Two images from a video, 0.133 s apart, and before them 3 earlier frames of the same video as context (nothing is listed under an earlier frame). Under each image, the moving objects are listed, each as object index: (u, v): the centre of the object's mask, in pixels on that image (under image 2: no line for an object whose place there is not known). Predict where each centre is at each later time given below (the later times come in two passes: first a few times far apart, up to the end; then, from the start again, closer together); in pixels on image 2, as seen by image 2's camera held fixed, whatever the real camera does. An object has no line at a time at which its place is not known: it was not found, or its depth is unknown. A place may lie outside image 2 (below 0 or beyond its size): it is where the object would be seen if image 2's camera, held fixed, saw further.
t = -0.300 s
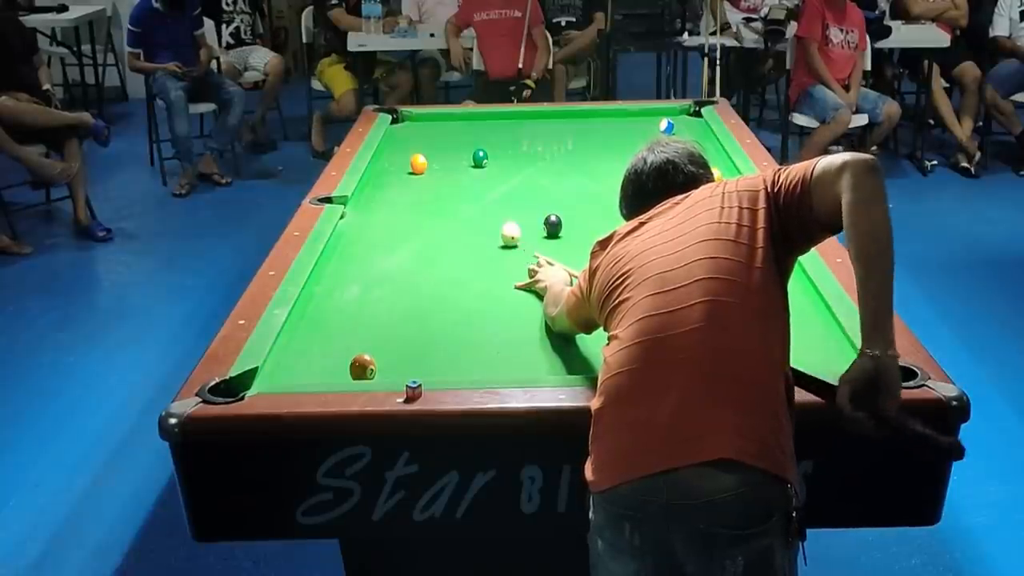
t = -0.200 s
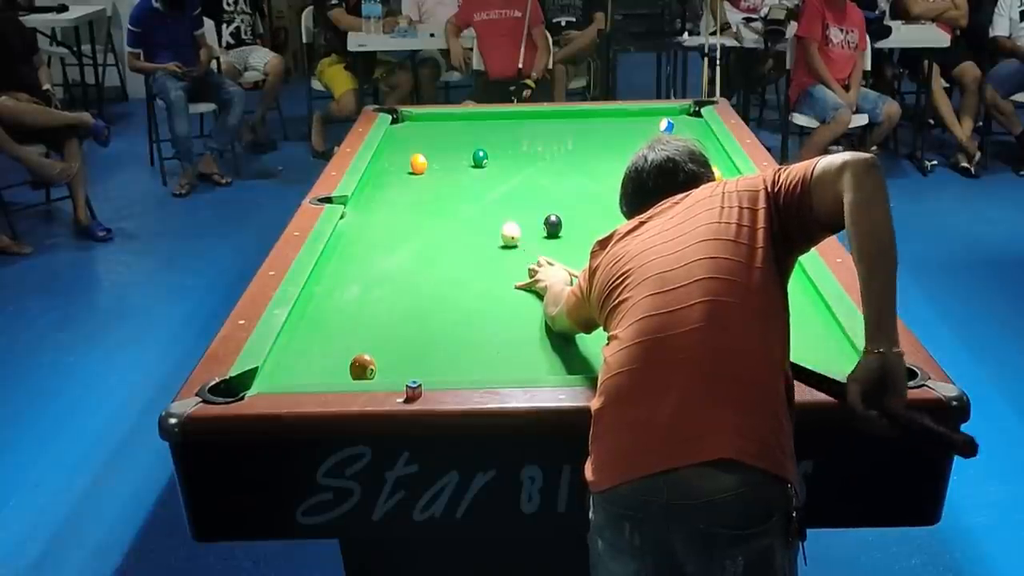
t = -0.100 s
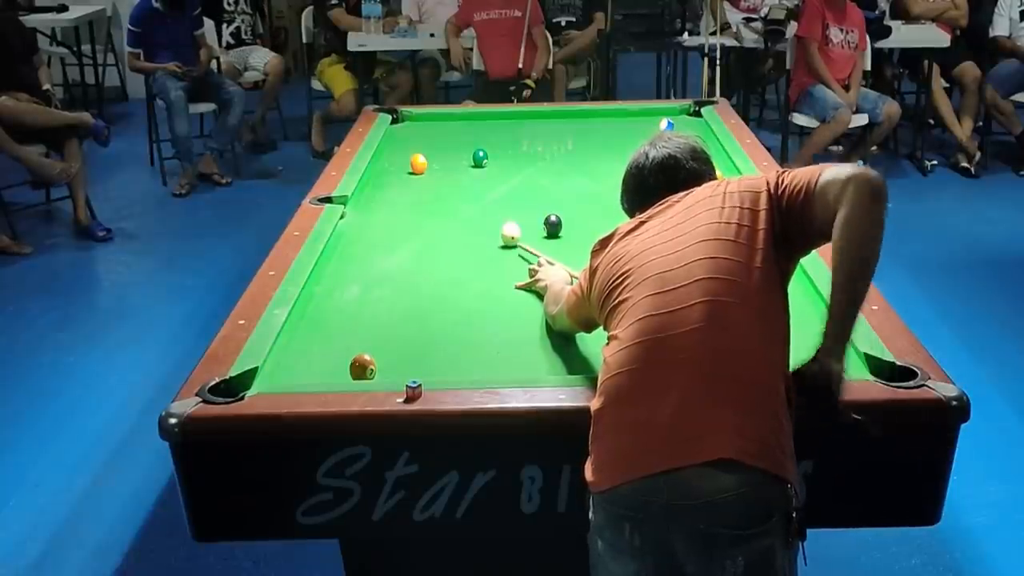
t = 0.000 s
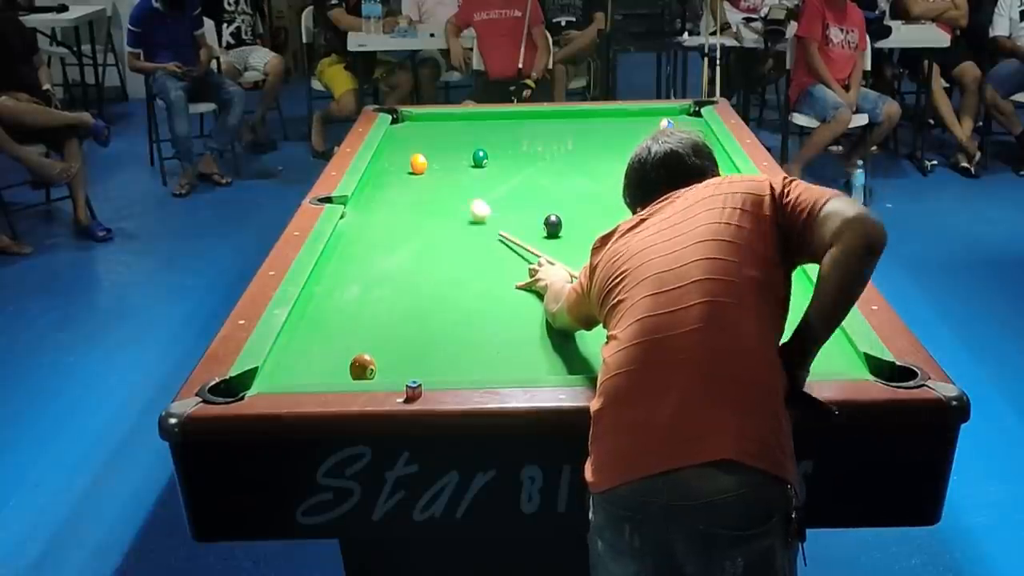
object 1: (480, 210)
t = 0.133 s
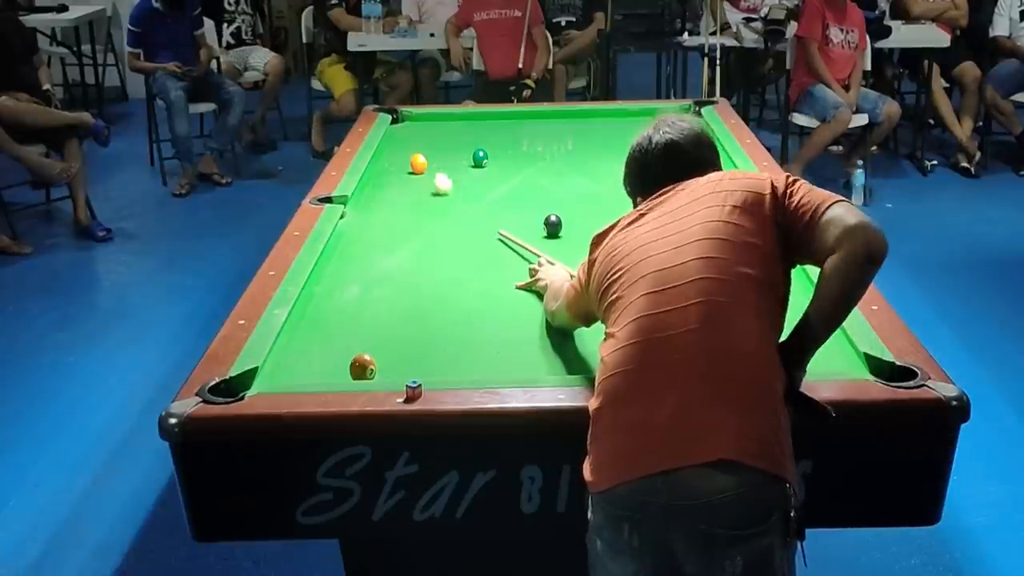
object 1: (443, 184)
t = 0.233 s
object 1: (421, 169)
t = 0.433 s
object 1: (399, 168)
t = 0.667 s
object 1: (376, 167)
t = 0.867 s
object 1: (381, 168)
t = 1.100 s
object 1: (390, 169)
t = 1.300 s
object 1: (397, 170)
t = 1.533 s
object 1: (404, 170)
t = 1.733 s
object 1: (409, 171)
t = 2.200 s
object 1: (418, 170)
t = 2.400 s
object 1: (420, 172)
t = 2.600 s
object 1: (421, 172)
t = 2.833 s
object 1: (421, 172)
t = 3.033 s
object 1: (421, 172)
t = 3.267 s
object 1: (421, 172)
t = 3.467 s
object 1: (421, 172)
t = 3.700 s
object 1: (421, 172)
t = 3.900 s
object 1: (421, 172)
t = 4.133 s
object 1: (421, 172)
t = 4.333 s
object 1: (421, 172)
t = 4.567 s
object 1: (421, 172)
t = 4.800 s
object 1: (421, 172)
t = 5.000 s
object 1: (421, 172)
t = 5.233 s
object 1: (421, 172)
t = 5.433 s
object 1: (421, 172)
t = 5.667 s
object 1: (421, 172)
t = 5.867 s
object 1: (421, 172)
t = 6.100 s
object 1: (421, 172)
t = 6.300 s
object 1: (421, 172)
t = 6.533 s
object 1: (421, 172)
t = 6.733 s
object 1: (421, 172)
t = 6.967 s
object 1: (421, 172)
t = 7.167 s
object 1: (421, 172)
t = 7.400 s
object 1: (421, 172)
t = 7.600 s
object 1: (421, 172)
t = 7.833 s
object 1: (421, 172)
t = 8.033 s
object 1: (421, 172)
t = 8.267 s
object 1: (421, 172)
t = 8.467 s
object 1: (421, 172)
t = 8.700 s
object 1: (421, 172)
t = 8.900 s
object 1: (421, 172)
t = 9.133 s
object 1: (421, 172)
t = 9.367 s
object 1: (421, 172)
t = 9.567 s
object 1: (421, 172)
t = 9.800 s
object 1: (421, 172)
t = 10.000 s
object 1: (421, 172)
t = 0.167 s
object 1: (435, 178)
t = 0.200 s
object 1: (429, 174)
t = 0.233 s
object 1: (421, 169)
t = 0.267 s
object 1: (417, 168)
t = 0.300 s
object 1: (413, 168)
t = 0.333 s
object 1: (409, 168)
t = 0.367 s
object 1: (405, 168)
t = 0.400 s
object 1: (402, 167)
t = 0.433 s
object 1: (399, 168)
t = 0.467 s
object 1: (395, 167)
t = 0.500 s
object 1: (392, 167)
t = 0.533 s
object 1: (389, 167)
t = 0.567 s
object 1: (385, 167)
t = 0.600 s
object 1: (382, 167)
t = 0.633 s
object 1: (379, 167)
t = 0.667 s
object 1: (376, 167)
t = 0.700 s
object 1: (374, 167)
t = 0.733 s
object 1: (376, 168)
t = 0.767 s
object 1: (377, 168)
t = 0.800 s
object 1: (378, 168)
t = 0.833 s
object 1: (380, 168)
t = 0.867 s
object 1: (381, 168)
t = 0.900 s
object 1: (383, 168)
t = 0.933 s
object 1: (384, 168)
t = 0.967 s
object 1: (385, 168)
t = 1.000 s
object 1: (386, 169)
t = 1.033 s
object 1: (387, 168)
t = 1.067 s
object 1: (389, 169)
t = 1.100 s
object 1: (390, 169)
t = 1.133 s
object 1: (391, 169)
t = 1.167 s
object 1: (392, 169)
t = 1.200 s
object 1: (393, 169)
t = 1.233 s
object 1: (395, 169)
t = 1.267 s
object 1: (396, 170)
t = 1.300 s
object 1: (397, 170)
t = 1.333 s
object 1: (398, 170)
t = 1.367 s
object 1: (399, 170)
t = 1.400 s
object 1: (400, 170)
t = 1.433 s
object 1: (401, 170)
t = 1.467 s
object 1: (402, 170)
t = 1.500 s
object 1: (403, 170)
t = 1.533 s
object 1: (404, 170)
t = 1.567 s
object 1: (405, 170)
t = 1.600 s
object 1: (406, 171)
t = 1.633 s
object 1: (406, 171)
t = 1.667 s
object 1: (407, 171)
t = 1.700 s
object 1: (408, 171)
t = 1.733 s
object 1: (409, 171)
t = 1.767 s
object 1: (409, 171)
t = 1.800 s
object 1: (408, 166)
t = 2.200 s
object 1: (418, 170)
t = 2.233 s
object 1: (418, 172)
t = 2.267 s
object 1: (418, 172)
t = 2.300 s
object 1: (419, 172)
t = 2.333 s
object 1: (419, 172)
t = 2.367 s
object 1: (420, 172)
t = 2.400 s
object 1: (420, 172)
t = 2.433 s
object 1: (420, 172)
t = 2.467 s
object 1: (420, 172)
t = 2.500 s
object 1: (420, 172)
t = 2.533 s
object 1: (420, 172)
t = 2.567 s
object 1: (421, 172)
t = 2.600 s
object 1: (421, 172)
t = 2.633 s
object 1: (421, 172)
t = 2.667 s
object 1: (421, 172)
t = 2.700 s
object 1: (421, 172)
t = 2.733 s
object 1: (421, 172)
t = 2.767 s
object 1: (421, 172)
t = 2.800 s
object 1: (421, 172)
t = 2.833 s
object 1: (421, 172)
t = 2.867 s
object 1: (421, 172)
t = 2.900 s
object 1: (421, 172)
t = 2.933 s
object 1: (421, 172)
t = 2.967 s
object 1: (421, 172)
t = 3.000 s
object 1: (421, 172)
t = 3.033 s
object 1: (421, 172)
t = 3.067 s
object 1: (421, 172)
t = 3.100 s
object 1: (421, 172)
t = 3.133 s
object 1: (421, 172)
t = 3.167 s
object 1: (421, 172)
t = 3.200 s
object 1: (421, 172)
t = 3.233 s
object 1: (421, 172)
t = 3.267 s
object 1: (421, 172)
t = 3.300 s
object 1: (421, 172)
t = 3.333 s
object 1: (421, 172)
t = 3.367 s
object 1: (421, 172)
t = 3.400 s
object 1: (421, 172)
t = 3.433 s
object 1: (421, 172)
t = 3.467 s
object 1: (421, 172)
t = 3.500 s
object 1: (421, 172)
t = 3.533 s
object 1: (421, 172)
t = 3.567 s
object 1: (421, 172)
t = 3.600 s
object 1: (421, 172)
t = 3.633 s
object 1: (421, 172)
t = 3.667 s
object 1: (421, 172)
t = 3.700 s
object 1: (421, 172)
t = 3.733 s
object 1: (421, 172)
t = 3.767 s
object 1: (421, 172)
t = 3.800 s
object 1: (421, 172)
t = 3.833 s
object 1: (421, 172)
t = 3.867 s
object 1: (421, 172)
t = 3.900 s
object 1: (421, 172)
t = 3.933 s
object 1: (421, 172)
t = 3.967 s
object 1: (421, 172)
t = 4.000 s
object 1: (421, 172)
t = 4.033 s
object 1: (421, 172)
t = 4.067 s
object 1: (421, 172)
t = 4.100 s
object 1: (421, 172)
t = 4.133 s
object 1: (421, 172)
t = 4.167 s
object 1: (421, 172)
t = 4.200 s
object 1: (421, 172)
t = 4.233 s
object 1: (421, 172)
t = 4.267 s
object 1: (421, 172)
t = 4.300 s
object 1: (421, 172)
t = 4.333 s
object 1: (421, 172)
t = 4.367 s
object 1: (421, 172)
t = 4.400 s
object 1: (421, 172)
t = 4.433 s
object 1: (421, 172)
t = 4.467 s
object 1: (421, 172)
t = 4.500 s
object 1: (421, 172)
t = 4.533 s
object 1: (421, 172)
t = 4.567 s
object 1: (421, 172)
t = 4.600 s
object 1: (421, 172)
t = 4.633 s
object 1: (421, 172)
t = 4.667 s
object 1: (421, 172)
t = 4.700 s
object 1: (421, 172)
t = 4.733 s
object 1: (421, 172)
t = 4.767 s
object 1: (421, 172)
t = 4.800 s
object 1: (421, 172)
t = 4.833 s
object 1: (421, 172)
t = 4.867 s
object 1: (421, 172)
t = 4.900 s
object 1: (421, 172)
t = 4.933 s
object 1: (421, 172)
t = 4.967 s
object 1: (421, 172)
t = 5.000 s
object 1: (421, 172)
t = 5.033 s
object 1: (421, 172)
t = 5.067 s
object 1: (421, 172)
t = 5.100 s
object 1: (421, 172)
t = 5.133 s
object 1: (421, 172)
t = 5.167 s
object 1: (421, 172)
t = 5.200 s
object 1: (421, 172)
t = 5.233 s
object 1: (421, 172)
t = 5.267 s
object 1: (421, 172)
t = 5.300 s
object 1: (421, 172)
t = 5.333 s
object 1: (421, 172)
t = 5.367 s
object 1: (421, 172)
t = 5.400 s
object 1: (421, 172)
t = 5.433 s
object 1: (421, 172)
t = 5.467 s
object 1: (421, 172)
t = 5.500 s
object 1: (421, 172)
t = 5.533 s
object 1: (421, 172)
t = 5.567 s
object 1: (421, 172)
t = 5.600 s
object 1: (421, 172)
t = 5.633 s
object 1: (421, 172)
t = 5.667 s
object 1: (421, 172)
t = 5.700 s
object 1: (421, 172)
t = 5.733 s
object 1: (421, 172)
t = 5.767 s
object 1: (421, 172)
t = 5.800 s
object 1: (421, 172)
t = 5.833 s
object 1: (421, 172)
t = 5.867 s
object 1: (421, 172)
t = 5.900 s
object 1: (421, 172)
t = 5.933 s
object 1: (421, 172)
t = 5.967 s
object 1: (421, 172)
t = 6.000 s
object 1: (421, 172)
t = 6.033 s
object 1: (421, 172)
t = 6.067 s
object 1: (421, 172)
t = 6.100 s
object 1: (421, 172)
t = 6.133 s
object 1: (421, 172)
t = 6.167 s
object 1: (421, 172)
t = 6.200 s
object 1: (421, 172)
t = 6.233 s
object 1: (421, 172)
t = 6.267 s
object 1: (421, 172)
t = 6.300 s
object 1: (421, 172)
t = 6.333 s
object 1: (421, 172)
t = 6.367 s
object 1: (421, 172)
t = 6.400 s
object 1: (421, 172)
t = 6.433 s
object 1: (421, 172)
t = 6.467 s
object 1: (421, 172)
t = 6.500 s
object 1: (421, 172)
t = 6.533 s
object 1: (421, 172)
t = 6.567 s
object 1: (421, 172)
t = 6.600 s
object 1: (421, 172)
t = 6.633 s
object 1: (421, 172)
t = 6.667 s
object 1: (421, 172)
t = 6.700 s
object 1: (421, 172)
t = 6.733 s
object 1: (421, 172)
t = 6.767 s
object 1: (421, 172)
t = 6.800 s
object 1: (421, 172)
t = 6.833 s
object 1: (421, 172)
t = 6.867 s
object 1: (421, 172)
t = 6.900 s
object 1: (421, 172)
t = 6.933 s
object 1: (421, 172)
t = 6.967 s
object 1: (421, 172)
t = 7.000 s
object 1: (421, 172)
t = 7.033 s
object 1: (421, 172)
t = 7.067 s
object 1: (421, 172)
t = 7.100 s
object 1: (421, 172)
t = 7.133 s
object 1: (421, 172)
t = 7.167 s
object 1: (421, 172)
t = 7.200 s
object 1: (421, 172)
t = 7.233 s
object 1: (421, 172)
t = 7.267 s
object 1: (421, 172)
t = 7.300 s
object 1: (421, 172)
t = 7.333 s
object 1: (421, 172)
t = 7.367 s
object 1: (421, 172)
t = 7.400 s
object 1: (421, 172)
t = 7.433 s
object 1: (421, 172)
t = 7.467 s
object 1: (421, 172)
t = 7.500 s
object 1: (421, 172)
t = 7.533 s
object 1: (421, 172)
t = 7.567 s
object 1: (421, 172)
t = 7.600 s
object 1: (421, 172)
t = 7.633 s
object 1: (421, 172)
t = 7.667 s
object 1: (421, 172)
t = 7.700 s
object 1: (421, 172)
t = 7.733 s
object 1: (421, 172)
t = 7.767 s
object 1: (421, 172)
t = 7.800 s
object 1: (421, 172)
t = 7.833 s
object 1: (421, 172)
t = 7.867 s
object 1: (421, 172)
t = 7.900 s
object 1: (421, 172)
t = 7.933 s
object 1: (421, 172)
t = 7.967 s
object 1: (421, 172)
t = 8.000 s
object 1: (421, 172)
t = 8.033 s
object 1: (421, 172)
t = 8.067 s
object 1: (421, 172)
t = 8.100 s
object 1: (421, 172)
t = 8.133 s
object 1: (421, 172)
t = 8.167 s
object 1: (421, 172)
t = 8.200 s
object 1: (421, 172)
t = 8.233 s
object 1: (421, 172)
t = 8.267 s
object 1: (421, 172)
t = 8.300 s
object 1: (421, 172)
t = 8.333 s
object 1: (421, 172)
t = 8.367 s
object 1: (421, 172)
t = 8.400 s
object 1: (421, 172)
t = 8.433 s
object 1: (421, 172)
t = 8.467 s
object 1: (421, 172)
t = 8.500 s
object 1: (421, 172)
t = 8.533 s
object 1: (421, 172)
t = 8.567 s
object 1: (421, 172)
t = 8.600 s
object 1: (421, 172)
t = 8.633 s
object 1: (421, 172)
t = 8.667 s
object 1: (421, 172)
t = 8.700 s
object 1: (421, 172)
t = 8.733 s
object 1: (421, 172)
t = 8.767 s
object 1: (421, 172)
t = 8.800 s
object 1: (421, 172)
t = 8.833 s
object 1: (421, 172)
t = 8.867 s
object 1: (421, 172)
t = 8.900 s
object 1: (421, 172)
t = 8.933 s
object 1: (421, 172)
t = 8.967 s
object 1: (421, 172)
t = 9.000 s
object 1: (421, 172)
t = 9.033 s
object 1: (421, 172)
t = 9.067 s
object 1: (421, 172)
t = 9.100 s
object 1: (421, 172)
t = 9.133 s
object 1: (421, 172)
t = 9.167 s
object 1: (421, 172)
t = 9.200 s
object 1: (421, 172)
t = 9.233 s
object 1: (421, 172)
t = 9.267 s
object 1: (421, 172)
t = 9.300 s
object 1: (421, 172)
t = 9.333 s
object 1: (421, 172)
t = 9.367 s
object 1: (421, 172)
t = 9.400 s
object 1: (421, 172)
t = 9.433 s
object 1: (421, 172)
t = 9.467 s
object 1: (421, 172)
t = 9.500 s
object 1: (421, 172)
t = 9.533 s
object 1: (421, 172)
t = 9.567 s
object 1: (421, 172)
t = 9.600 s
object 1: (421, 172)
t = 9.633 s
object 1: (421, 172)
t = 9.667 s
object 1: (421, 172)
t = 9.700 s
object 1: (421, 172)
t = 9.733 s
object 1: (421, 172)
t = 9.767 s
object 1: (421, 172)
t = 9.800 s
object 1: (421, 172)
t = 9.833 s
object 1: (421, 172)
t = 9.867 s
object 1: (421, 172)
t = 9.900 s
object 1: (421, 172)
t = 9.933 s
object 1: (421, 172)
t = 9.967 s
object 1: (421, 172)
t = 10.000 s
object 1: (421, 172)
